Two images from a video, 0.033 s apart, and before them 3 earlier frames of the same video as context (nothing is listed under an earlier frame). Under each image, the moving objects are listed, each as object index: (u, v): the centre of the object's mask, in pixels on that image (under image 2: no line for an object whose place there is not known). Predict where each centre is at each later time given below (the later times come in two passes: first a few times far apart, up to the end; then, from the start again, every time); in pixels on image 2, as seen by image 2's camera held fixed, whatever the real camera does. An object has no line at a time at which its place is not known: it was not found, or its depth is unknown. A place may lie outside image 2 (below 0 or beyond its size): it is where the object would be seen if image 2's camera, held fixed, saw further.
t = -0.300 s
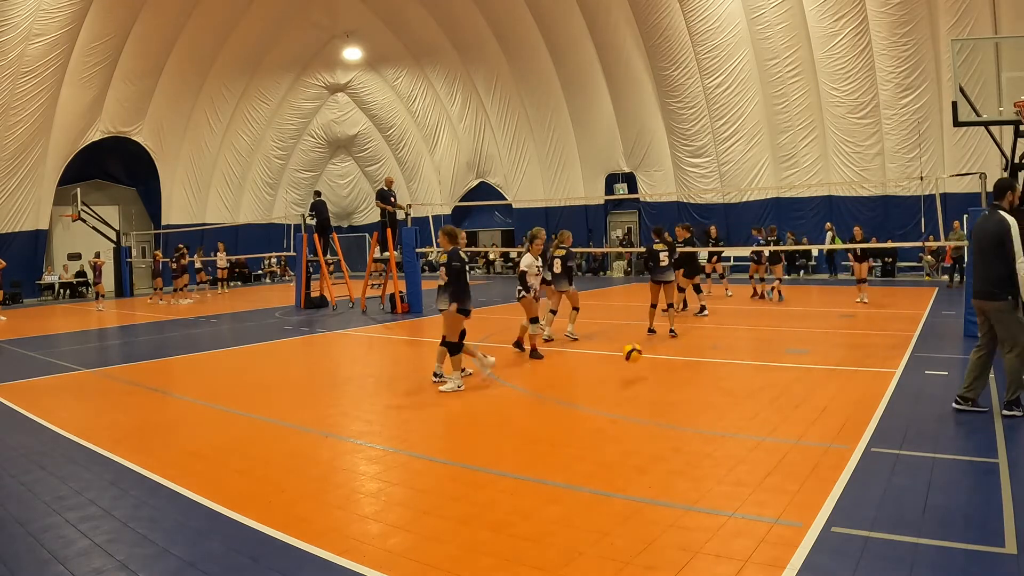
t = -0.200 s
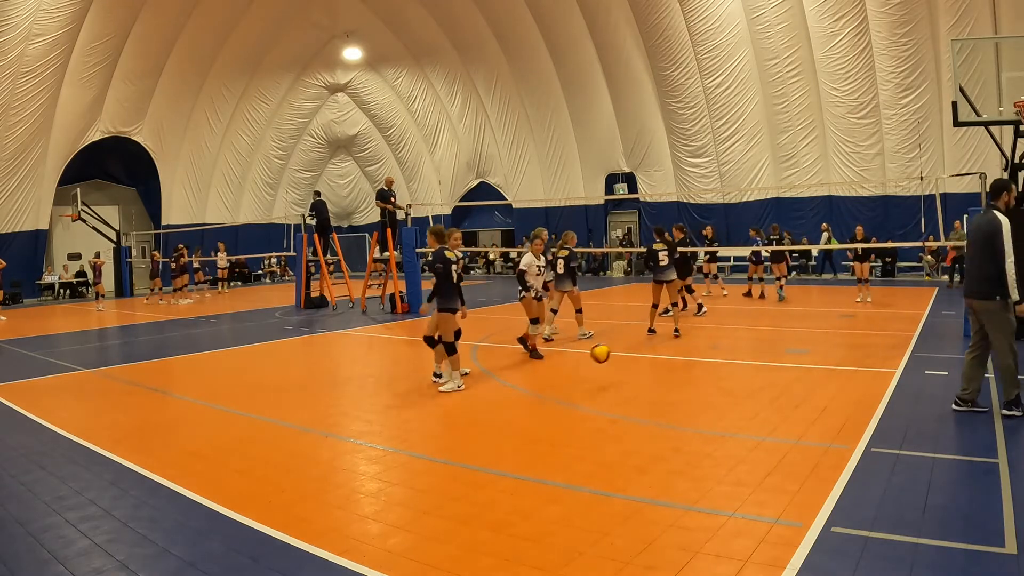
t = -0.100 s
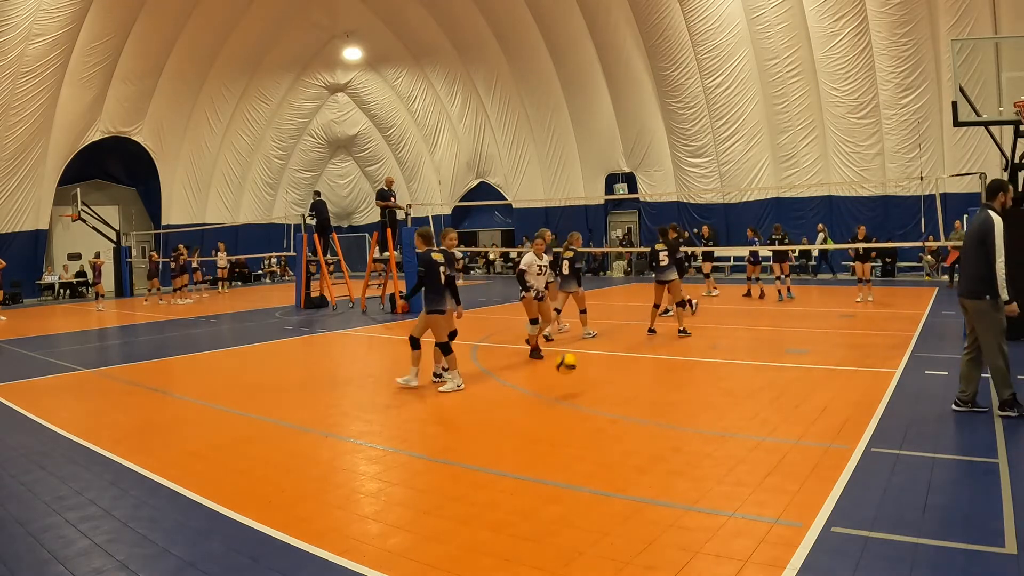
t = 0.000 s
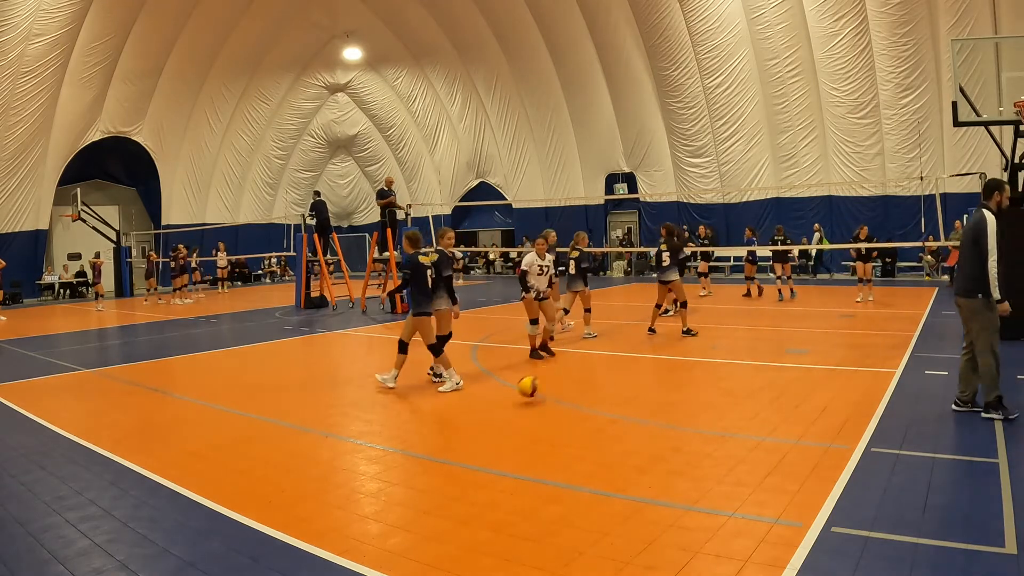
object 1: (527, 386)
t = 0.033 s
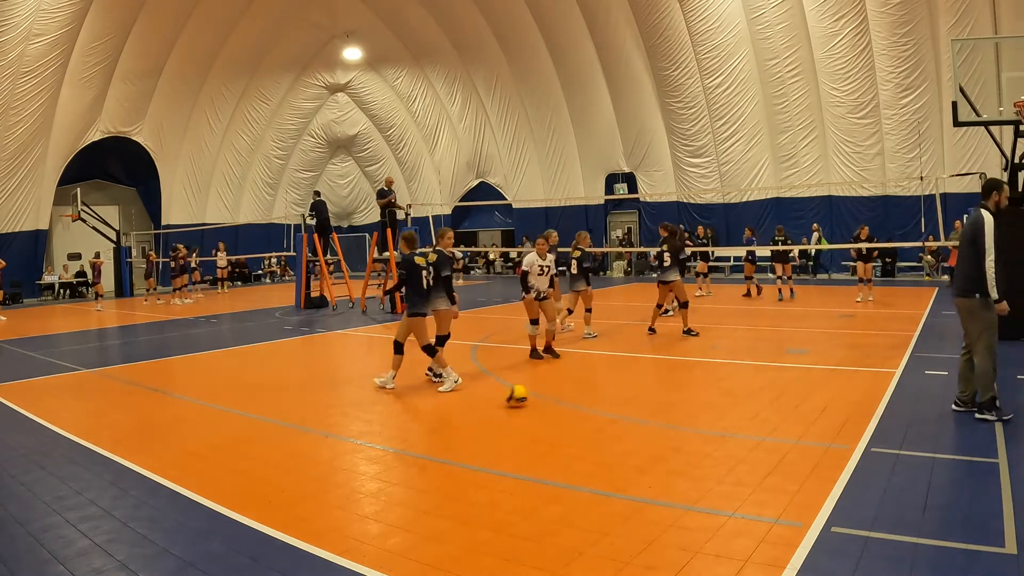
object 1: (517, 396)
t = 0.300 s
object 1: (398, 404)
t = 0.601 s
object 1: (237, 433)
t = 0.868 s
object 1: (77, 465)
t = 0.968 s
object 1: (15, 487)
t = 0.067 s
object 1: (502, 394)
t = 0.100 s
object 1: (489, 391)
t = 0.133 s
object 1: (473, 390)
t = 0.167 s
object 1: (460, 390)
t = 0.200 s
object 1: (444, 393)
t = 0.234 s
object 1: (430, 395)
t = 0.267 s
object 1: (412, 399)
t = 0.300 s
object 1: (398, 404)
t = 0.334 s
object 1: (380, 412)
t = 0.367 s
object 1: (366, 422)
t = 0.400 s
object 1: (347, 430)
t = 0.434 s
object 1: (331, 427)
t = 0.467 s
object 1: (312, 425)
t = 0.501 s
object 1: (294, 426)
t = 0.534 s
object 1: (275, 426)
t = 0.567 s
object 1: (257, 429)
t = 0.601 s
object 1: (237, 433)
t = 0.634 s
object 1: (218, 440)
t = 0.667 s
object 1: (200, 447)
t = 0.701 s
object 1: (181, 457)
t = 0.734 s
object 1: (160, 460)
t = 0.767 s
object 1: (138, 459)
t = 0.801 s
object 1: (119, 460)
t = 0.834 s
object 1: (97, 462)
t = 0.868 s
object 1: (77, 465)
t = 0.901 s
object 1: (56, 471)
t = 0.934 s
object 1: (35, 478)
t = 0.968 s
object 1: (15, 487)
